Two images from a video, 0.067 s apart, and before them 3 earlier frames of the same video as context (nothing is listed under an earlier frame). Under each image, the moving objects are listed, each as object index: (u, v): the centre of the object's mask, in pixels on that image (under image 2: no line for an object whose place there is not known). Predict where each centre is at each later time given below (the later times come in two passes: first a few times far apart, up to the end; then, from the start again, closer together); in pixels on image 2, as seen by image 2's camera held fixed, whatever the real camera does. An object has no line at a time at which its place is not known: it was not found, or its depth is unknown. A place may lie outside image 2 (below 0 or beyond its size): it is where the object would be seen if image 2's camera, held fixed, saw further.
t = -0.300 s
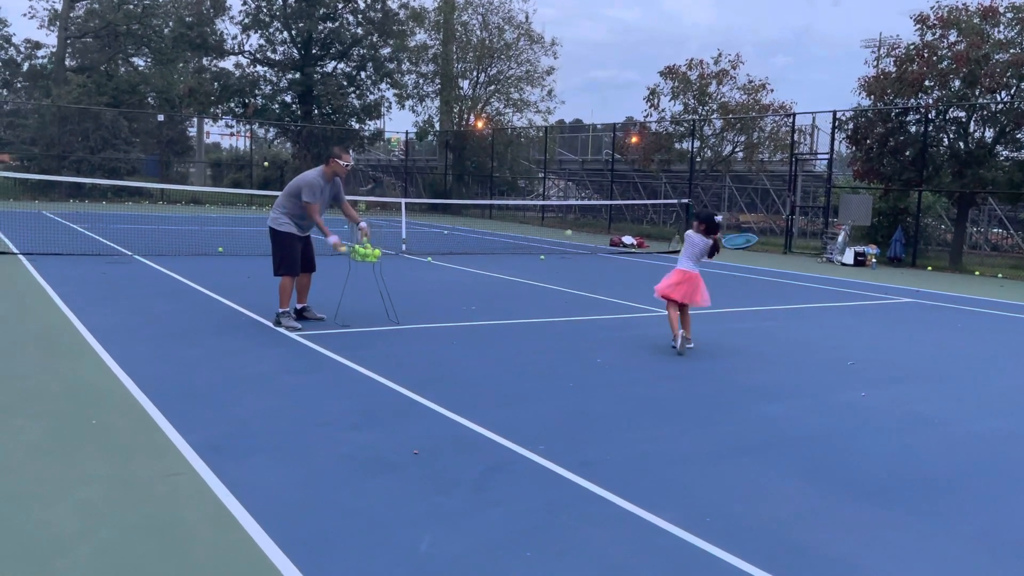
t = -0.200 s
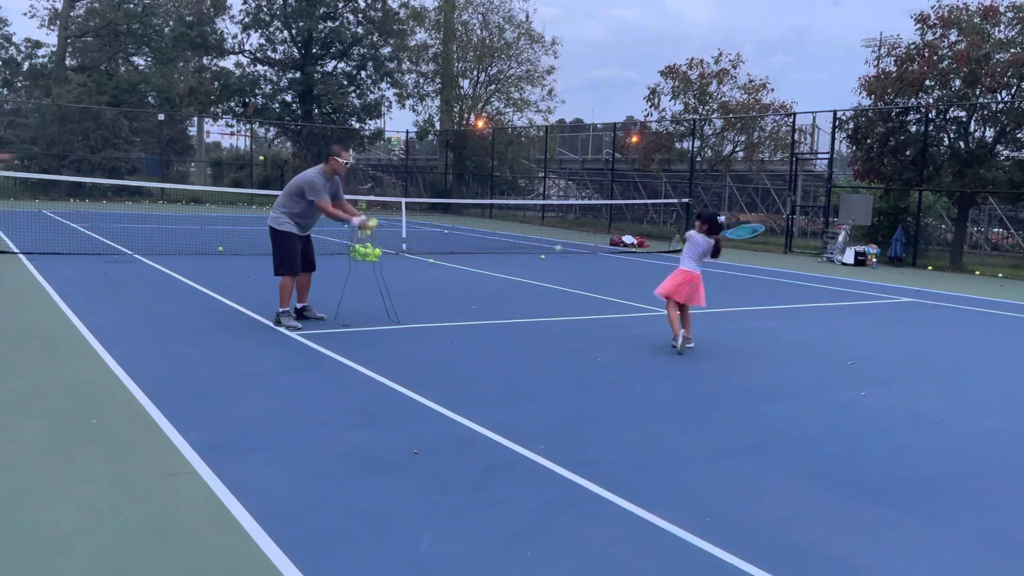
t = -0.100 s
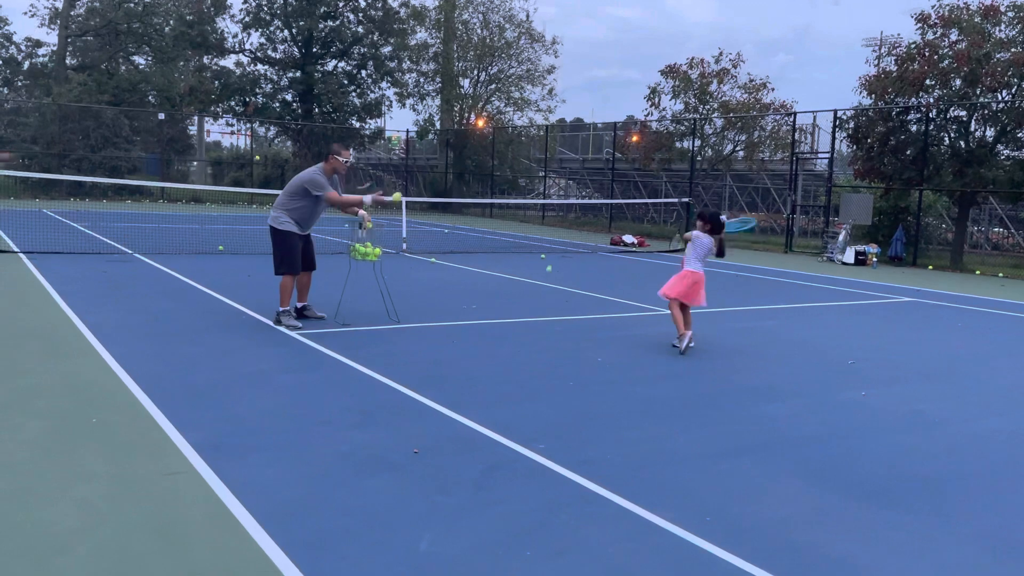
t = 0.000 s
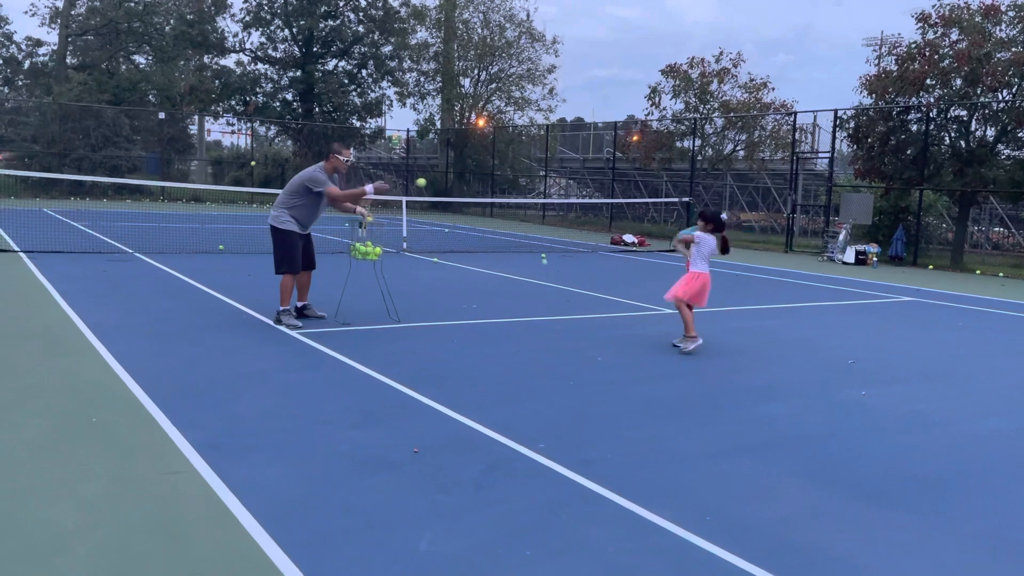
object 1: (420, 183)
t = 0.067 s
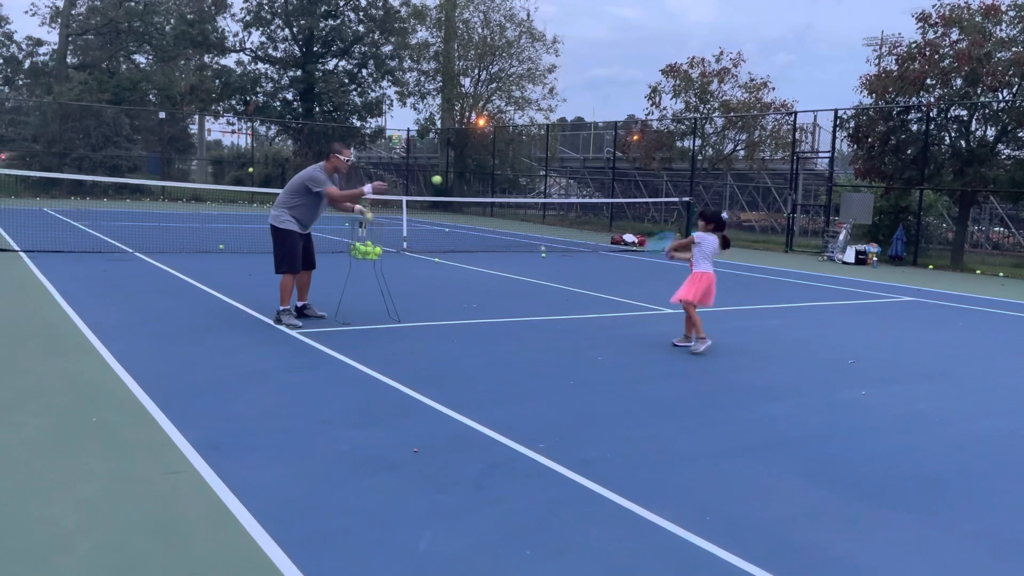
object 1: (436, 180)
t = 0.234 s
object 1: (474, 197)
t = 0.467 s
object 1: (526, 280)
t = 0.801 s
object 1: (592, 266)
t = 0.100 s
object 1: (444, 181)
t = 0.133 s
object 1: (452, 182)
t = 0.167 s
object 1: (459, 186)
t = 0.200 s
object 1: (467, 191)
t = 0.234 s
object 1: (474, 197)
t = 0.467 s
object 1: (526, 280)
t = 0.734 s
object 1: (579, 281)
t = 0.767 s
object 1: (585, 273)
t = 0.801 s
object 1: (592, 266)
